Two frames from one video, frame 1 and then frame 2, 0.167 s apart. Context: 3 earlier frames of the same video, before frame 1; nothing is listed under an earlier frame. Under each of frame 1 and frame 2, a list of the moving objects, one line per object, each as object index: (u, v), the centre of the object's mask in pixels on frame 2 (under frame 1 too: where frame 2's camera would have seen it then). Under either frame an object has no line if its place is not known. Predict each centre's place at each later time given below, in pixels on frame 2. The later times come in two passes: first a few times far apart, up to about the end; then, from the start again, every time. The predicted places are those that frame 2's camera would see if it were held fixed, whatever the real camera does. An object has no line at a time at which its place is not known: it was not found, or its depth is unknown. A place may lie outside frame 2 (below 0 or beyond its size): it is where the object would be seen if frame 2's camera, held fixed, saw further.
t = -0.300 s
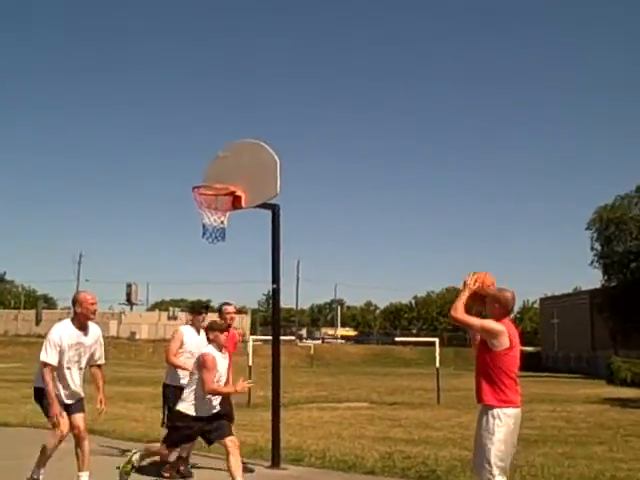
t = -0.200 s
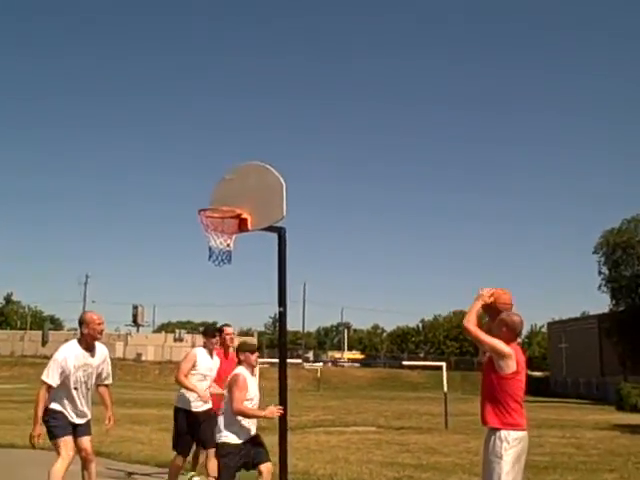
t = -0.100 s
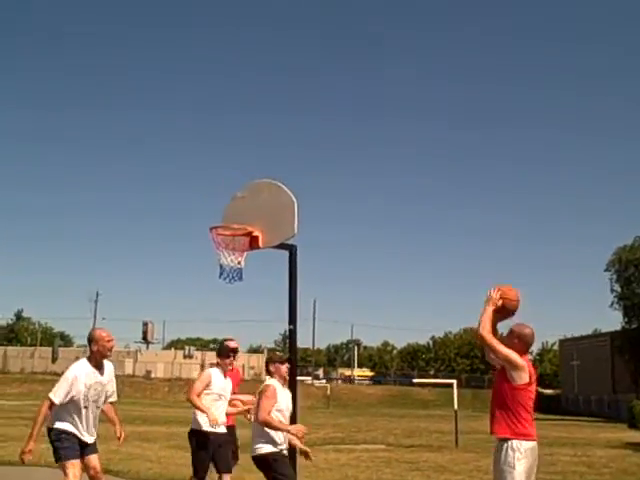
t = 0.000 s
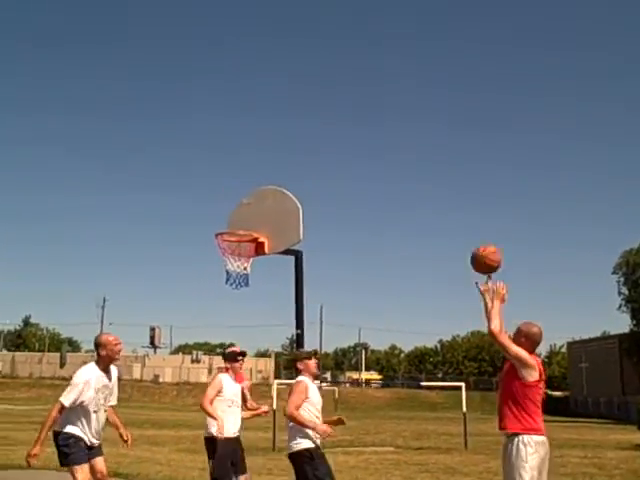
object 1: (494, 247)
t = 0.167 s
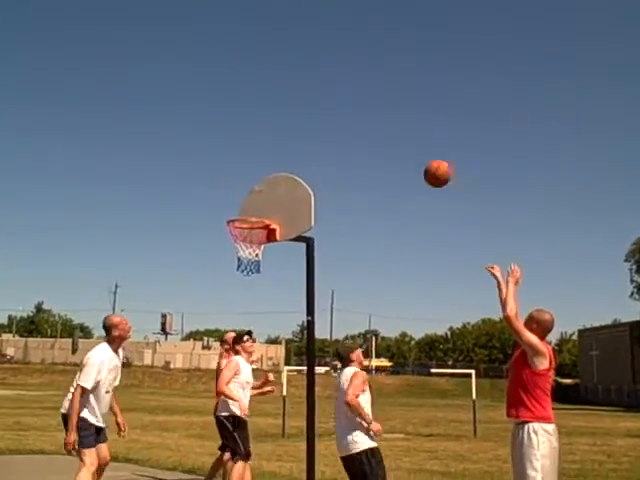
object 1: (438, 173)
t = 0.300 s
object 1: (396, 140)
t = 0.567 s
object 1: (326, 136)
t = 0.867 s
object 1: (259, 201)
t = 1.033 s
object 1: (250, 232)
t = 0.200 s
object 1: (427, 163)
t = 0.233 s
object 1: (416, 154)
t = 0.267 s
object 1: (406, 146)
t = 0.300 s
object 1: (396, 140)
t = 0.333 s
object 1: (387, 136)
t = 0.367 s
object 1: (377, 133)
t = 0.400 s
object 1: (369, 131)
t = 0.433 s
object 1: (360, 129)
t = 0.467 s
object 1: (350, 130)
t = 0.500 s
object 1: (342, 131)
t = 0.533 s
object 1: (334, 135)
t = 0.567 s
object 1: (326, 136)
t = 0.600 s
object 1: (317, 140)
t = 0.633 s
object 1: (310, 144)
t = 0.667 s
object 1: (302, 150)
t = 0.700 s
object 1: (295, 156)
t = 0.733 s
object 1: (288, 163)
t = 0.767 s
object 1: (280, 172)
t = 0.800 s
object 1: (273, 181)
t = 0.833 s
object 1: (265, 190)
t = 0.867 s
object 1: (259, 201)
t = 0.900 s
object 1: (251, 210)
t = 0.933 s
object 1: (247, 221)
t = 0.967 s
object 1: (245, 221)
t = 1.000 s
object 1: (245, 227)
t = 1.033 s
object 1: (250, 232)
